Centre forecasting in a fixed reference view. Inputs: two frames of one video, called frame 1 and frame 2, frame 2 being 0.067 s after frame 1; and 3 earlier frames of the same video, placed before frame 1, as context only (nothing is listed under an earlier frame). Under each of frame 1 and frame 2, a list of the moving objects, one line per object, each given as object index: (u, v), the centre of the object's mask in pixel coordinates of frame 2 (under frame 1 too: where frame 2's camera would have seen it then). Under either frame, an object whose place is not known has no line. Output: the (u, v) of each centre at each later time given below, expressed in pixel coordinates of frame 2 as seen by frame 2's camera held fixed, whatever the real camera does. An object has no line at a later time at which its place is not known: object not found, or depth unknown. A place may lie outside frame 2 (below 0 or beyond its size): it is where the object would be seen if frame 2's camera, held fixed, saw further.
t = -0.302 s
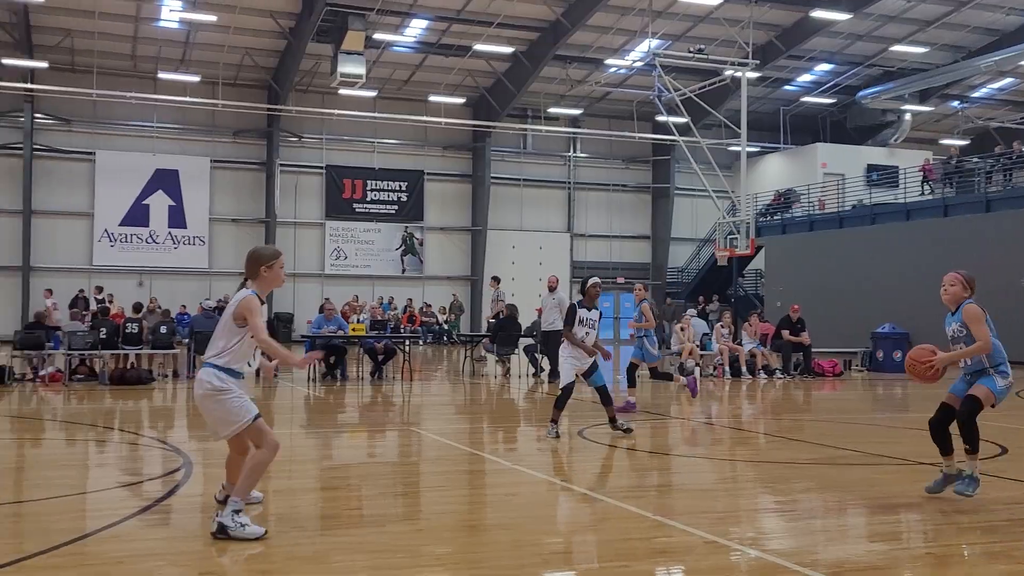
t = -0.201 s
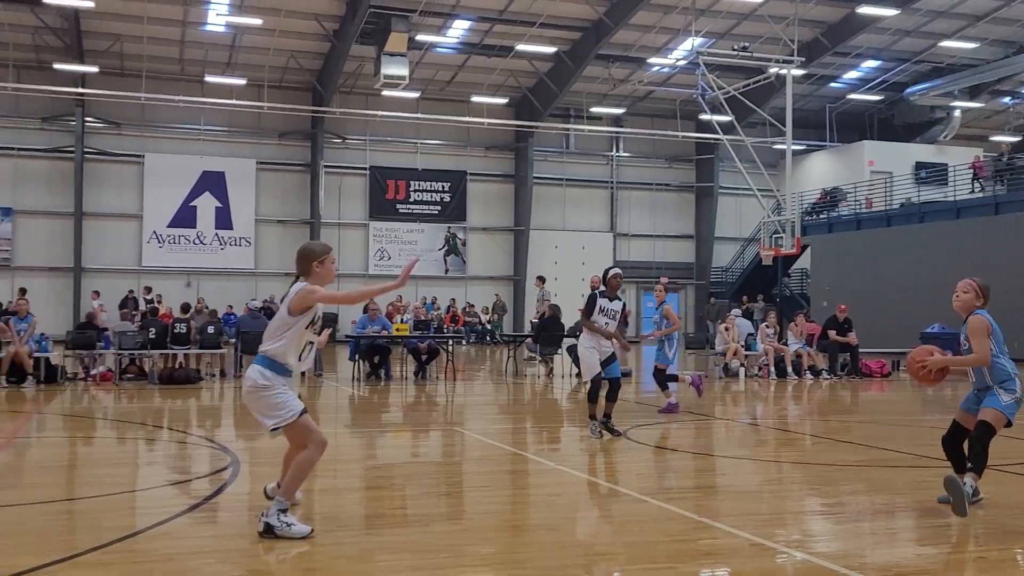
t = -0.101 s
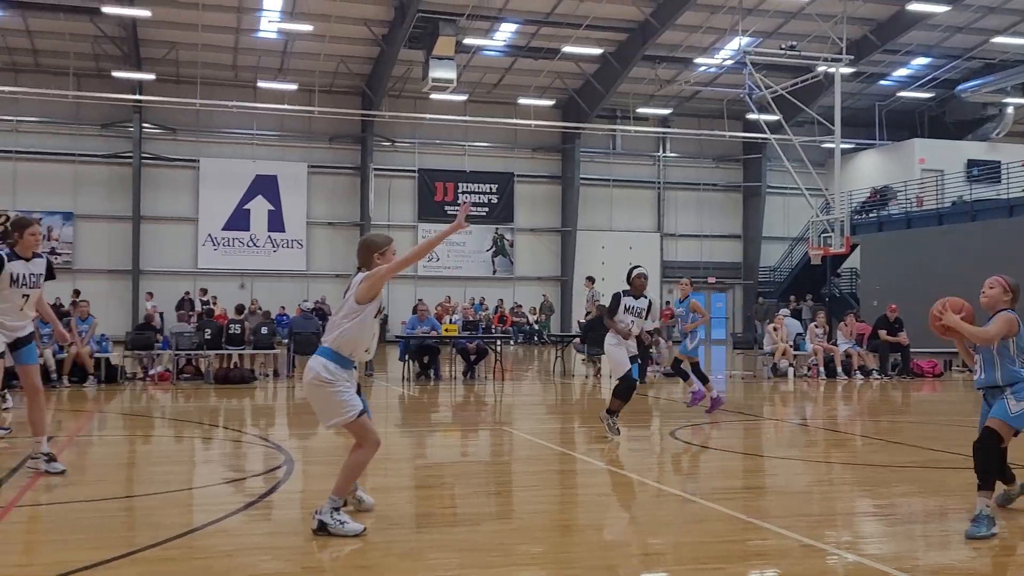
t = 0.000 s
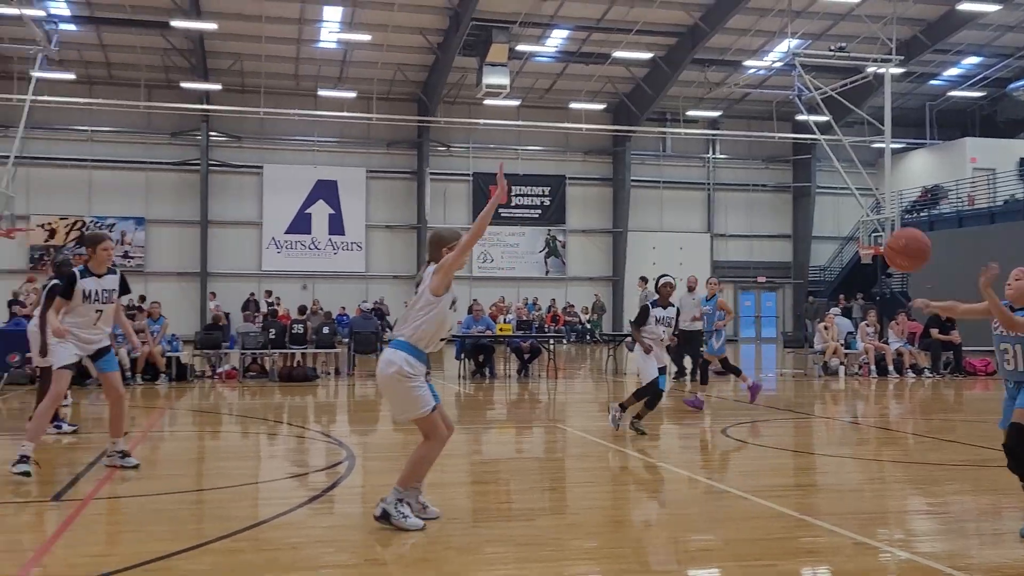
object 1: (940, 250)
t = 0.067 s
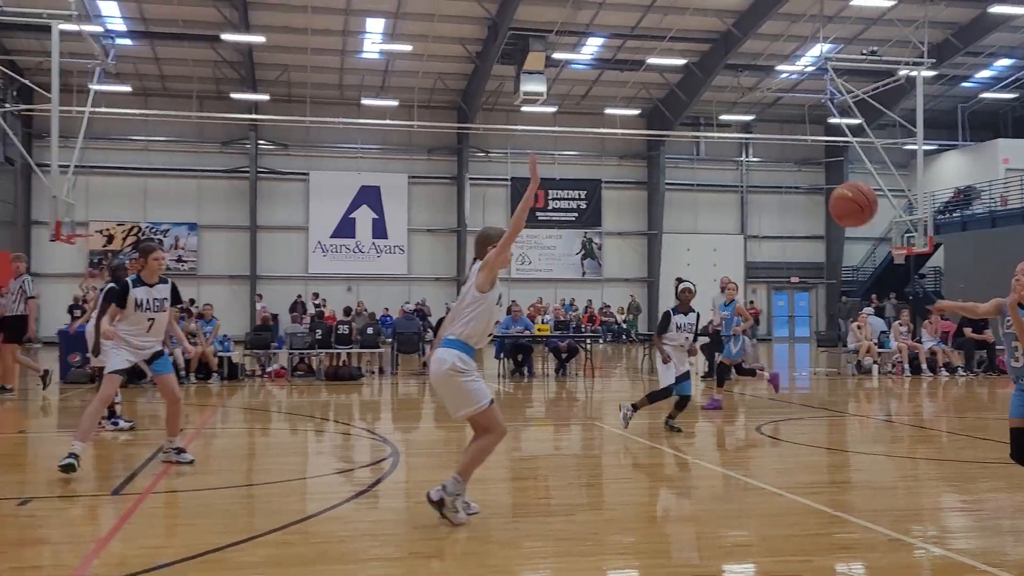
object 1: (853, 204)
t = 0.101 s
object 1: (807, 184)
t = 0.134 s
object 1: (758, 164)
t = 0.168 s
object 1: (707, 145)
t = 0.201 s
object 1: (654, 128)
